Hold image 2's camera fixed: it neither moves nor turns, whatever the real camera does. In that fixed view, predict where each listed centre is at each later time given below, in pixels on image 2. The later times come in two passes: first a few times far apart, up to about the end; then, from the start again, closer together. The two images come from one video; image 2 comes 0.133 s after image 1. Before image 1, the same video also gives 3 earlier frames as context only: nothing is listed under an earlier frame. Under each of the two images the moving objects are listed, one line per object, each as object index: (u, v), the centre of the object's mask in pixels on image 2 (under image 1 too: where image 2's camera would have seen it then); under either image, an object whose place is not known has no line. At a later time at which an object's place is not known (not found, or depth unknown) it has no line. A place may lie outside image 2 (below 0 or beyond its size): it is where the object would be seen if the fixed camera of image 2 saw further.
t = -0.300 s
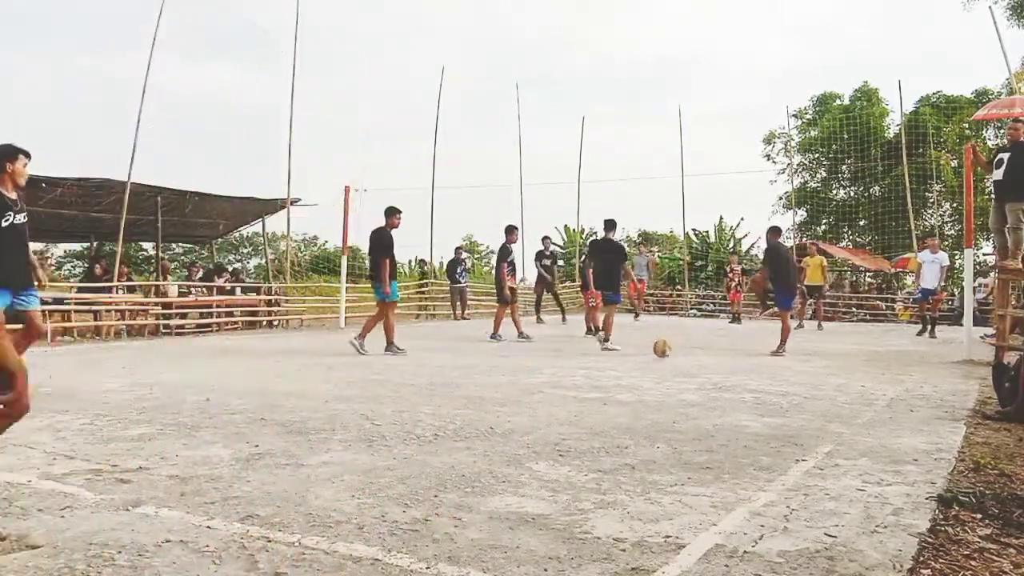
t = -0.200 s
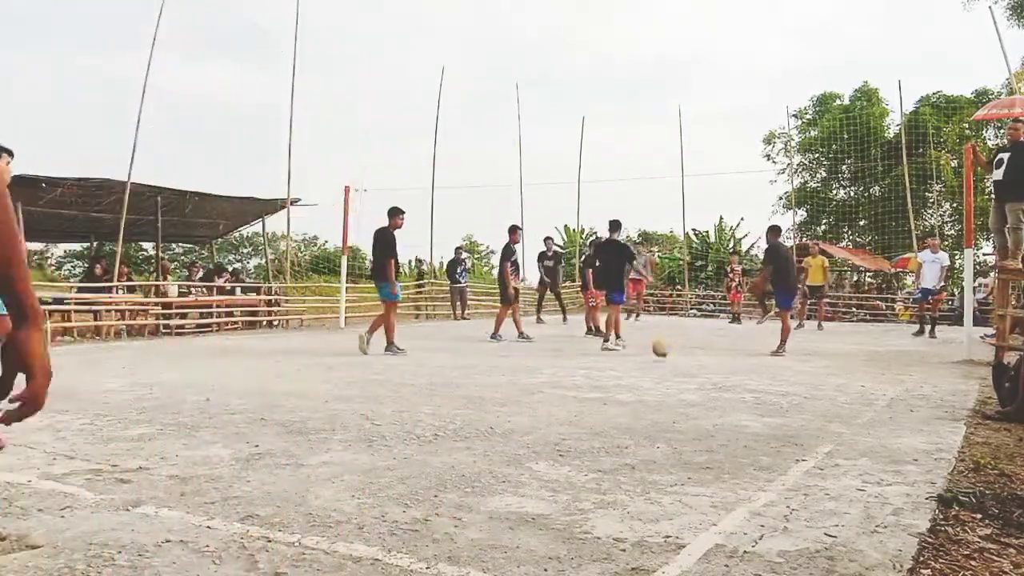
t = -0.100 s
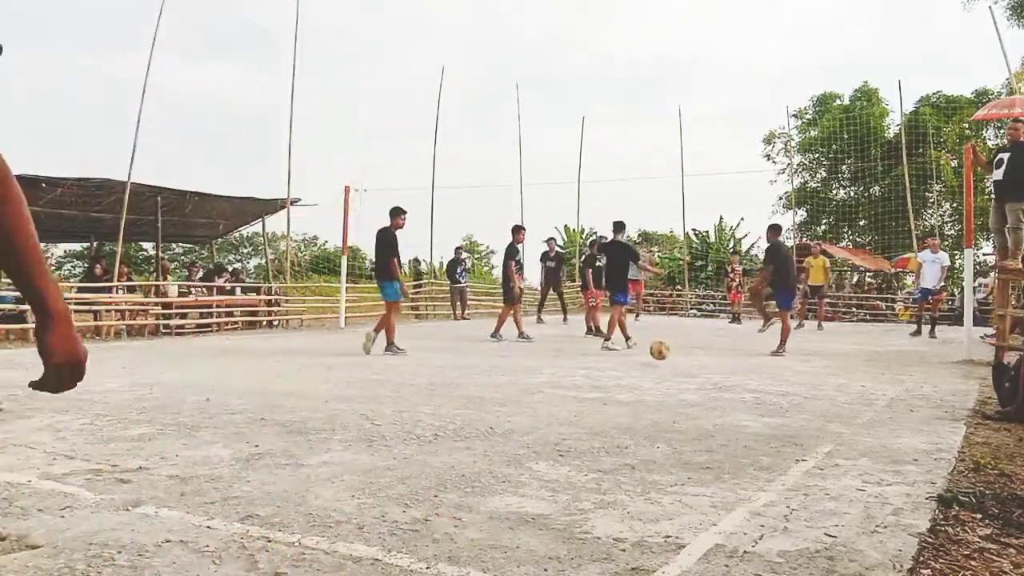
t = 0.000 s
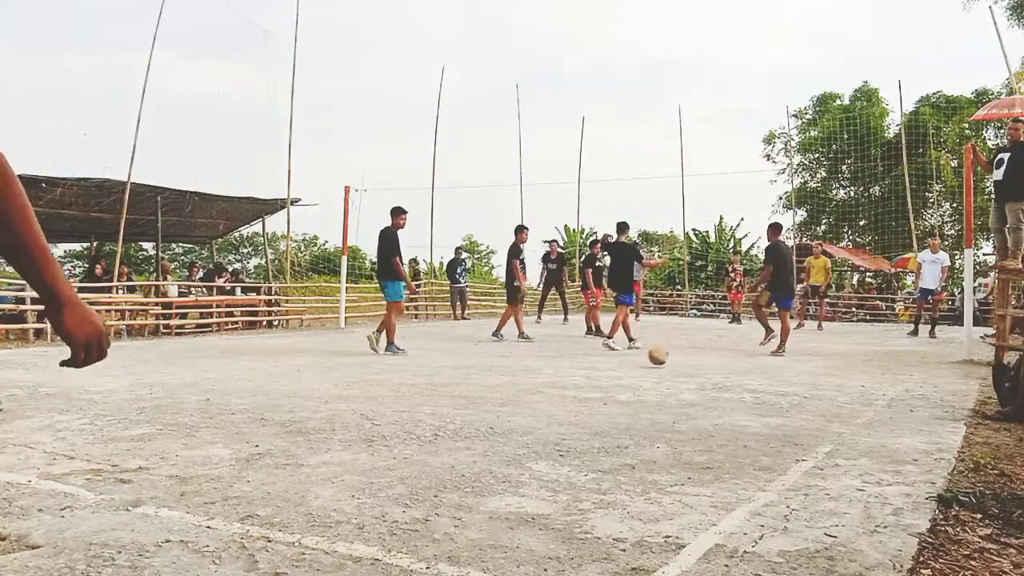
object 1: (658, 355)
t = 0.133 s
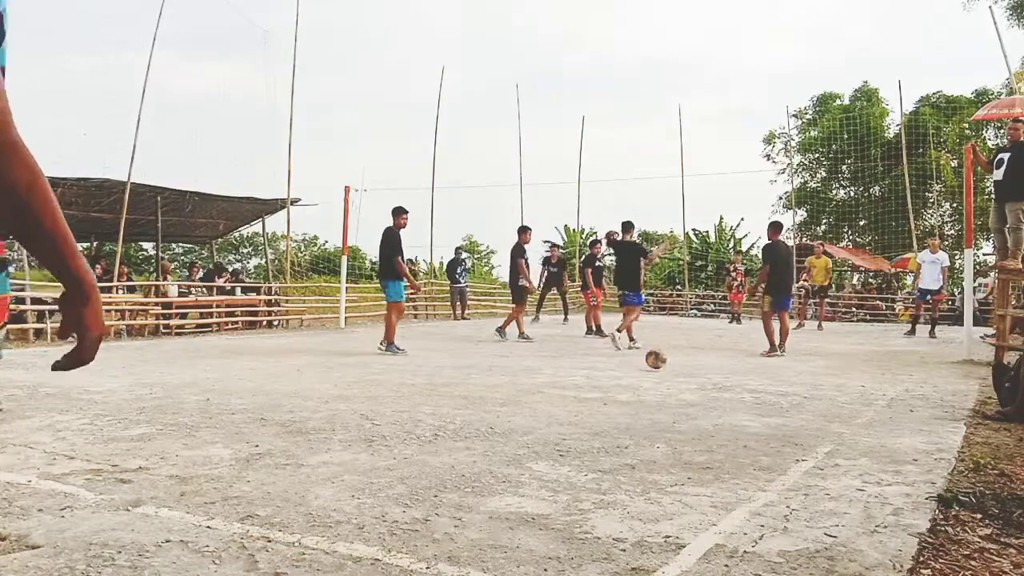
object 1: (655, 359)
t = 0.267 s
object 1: (653, 362)
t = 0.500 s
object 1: (648, 371)
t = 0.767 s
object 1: (645, 379)
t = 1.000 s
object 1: (639, 391)
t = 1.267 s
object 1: (628, 406)
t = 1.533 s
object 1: (616, 423)
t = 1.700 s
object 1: (609, 434)
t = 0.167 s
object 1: (655, 362)
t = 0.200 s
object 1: (655, 361)
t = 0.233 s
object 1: (654, 360)
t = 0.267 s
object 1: (653, 362)
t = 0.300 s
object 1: (654, 363)
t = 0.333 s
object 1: (652, 366)
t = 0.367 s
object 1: (652, 363)
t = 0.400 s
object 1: (650, 364)
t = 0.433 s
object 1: (651, 365)
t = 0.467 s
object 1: (650, 367)
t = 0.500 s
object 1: (648, 371)
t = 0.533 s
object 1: (648, 371)
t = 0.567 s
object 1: (648, 371)
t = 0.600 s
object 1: (646, 372)
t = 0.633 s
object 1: (646, 373)
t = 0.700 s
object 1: (646, 376)
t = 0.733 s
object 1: (645, 380)
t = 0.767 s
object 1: (645, 379)
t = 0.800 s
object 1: (644, 379)
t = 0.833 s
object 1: (642, 382)
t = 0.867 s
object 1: (641, 387)
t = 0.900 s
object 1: (641, 386)
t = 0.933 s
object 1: (640, 387)
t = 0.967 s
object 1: (639, 390)
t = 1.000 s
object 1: (639, 391)
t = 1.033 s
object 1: (638, 393)
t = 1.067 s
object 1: (636, 395)
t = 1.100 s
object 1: (636, 396)
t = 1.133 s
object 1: (634, 399)
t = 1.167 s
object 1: (633, 401)
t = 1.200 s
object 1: (631, 403)
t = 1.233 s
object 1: (630, 406)
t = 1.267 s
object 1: (628, 406)
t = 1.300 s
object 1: (627, 407)
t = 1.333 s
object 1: (625, 411)
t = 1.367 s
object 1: (624, 413)
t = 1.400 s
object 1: (622, 415)
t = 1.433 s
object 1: (620, 418)
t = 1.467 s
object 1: (619, 421)
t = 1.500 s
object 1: (617, 422)
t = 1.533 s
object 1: (616, 423)
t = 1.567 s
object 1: (615, 428)
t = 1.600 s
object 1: (613, 430)
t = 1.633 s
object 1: (612, 429)
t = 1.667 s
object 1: (611, 430)
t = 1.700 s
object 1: (609, 434)
